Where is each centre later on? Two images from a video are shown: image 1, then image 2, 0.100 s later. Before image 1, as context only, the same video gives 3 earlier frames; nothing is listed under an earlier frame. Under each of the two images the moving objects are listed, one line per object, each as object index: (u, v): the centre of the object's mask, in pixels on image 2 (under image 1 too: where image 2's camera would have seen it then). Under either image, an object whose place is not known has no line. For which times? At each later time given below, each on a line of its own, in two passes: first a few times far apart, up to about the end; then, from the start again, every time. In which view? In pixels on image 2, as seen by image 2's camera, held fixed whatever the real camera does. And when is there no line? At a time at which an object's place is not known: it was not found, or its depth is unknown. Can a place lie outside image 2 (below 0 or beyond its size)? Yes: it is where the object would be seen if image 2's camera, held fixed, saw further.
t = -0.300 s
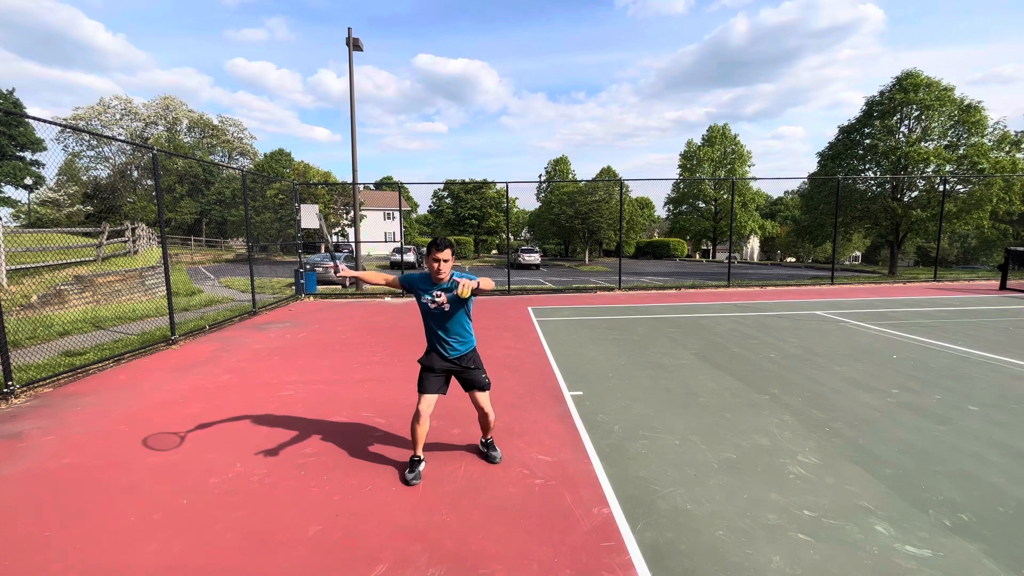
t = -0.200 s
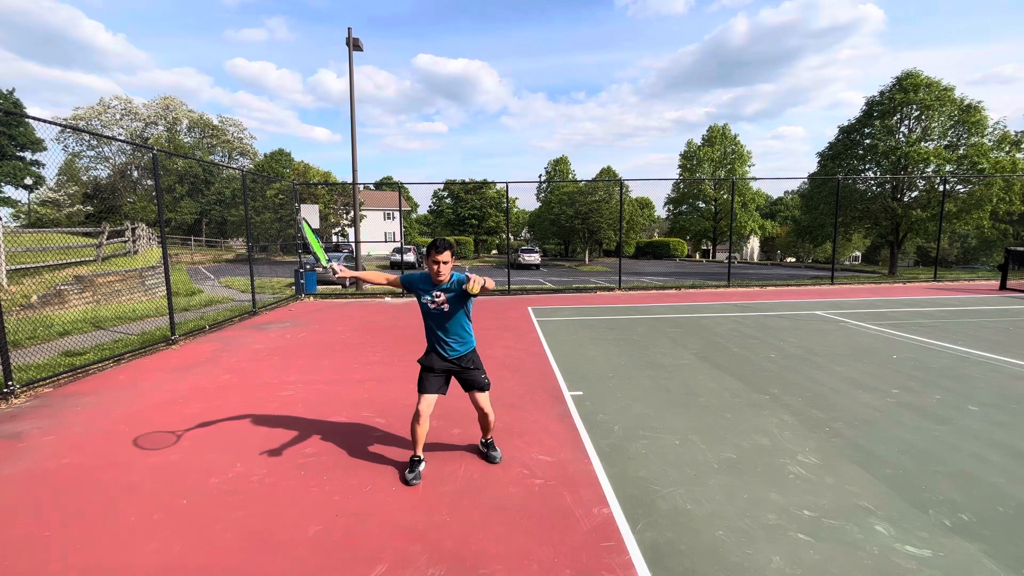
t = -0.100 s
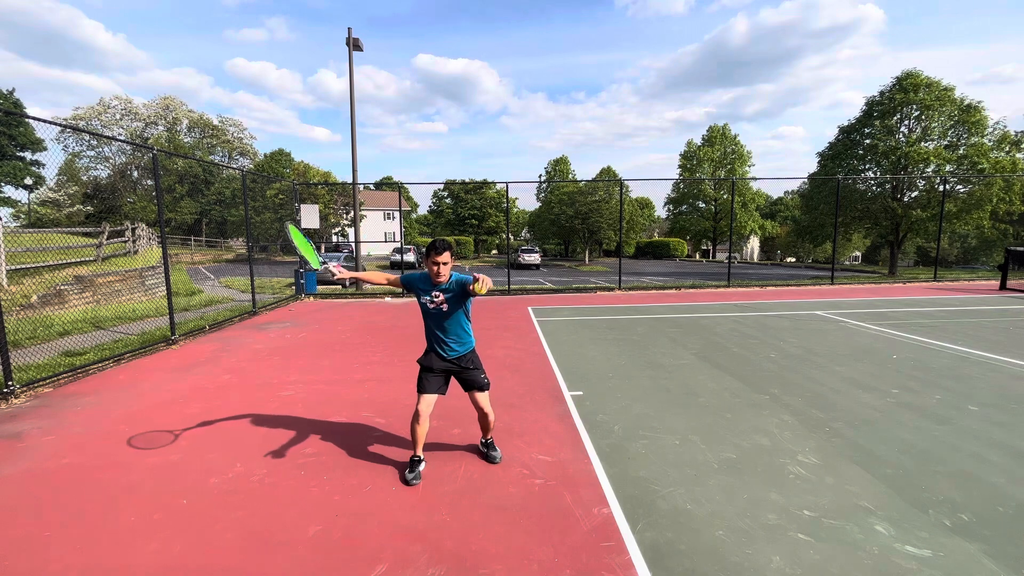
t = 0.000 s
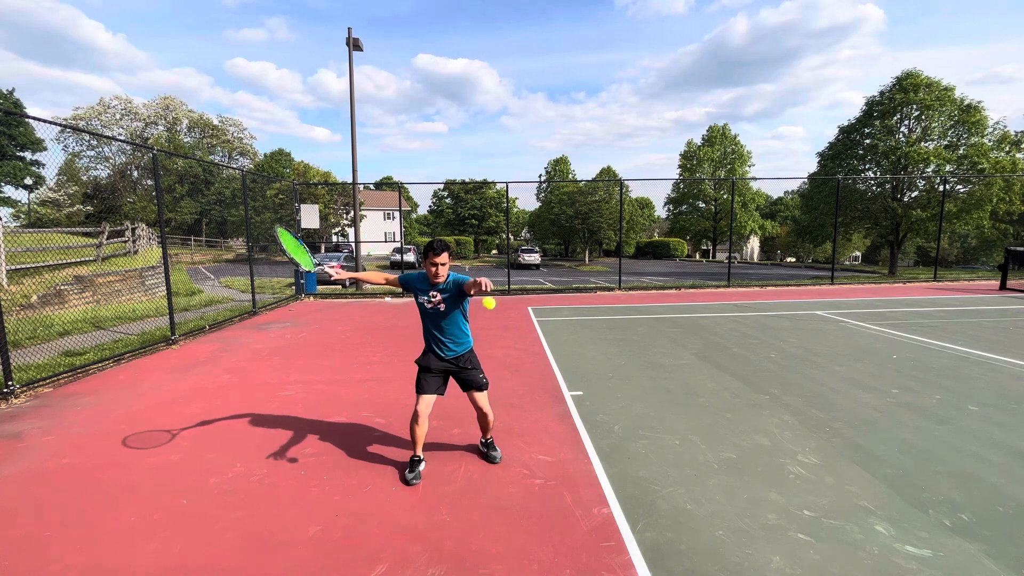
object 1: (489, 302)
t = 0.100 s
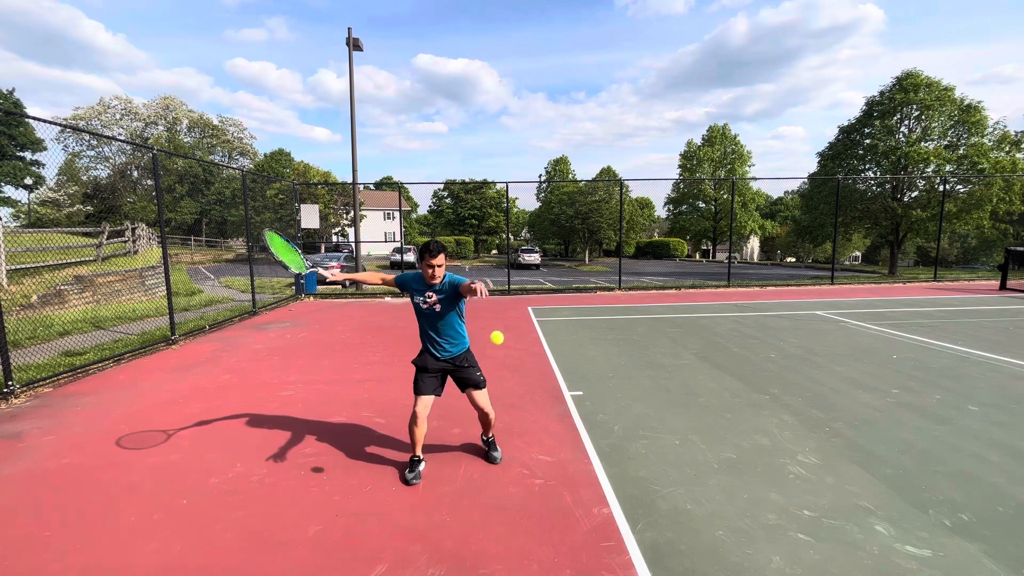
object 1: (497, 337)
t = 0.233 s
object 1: (508, 413)
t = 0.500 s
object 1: (526, 481)
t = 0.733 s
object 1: (536, 400)
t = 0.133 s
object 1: (500, 353)
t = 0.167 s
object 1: (502, 371)
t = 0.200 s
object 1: (505, 391)
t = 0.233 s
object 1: (508, 413)
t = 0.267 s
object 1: (511, 436)
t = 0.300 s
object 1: (514, 462)
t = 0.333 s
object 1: (517, 489)
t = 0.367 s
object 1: (519, 518)
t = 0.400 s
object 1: (522, 543)
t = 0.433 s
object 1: (523, 521)
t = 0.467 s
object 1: (524, 500)
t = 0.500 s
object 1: (526, 481)
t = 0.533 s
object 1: (527, 464)
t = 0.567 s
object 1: (528, 448)
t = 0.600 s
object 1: (530, 435)
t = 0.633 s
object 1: (531, 423)
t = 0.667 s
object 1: (533, 413)
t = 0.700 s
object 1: (534, 405)
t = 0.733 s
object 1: (536, 400)
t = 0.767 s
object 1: (538, 396)
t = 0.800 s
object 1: (539, 395)
